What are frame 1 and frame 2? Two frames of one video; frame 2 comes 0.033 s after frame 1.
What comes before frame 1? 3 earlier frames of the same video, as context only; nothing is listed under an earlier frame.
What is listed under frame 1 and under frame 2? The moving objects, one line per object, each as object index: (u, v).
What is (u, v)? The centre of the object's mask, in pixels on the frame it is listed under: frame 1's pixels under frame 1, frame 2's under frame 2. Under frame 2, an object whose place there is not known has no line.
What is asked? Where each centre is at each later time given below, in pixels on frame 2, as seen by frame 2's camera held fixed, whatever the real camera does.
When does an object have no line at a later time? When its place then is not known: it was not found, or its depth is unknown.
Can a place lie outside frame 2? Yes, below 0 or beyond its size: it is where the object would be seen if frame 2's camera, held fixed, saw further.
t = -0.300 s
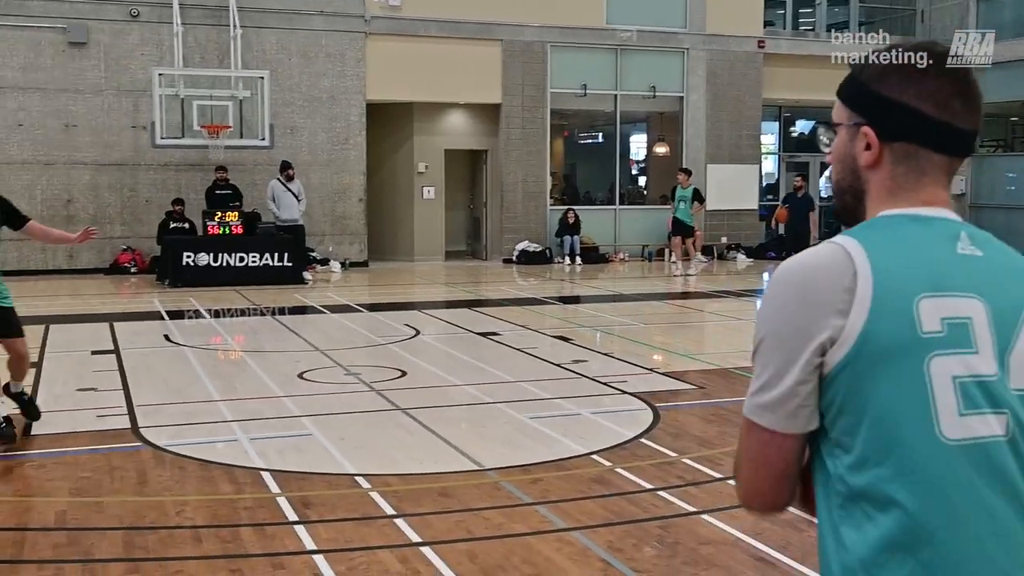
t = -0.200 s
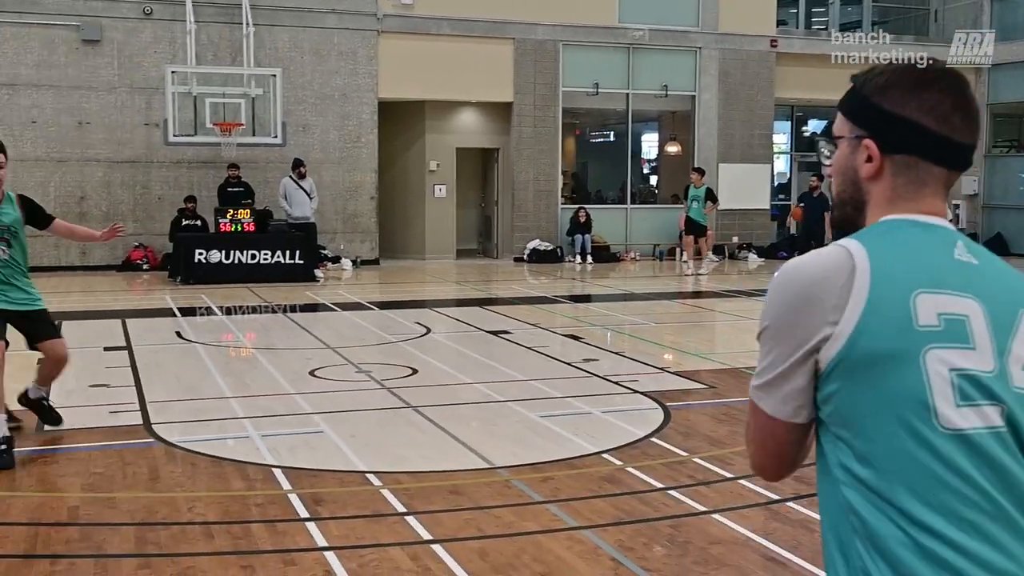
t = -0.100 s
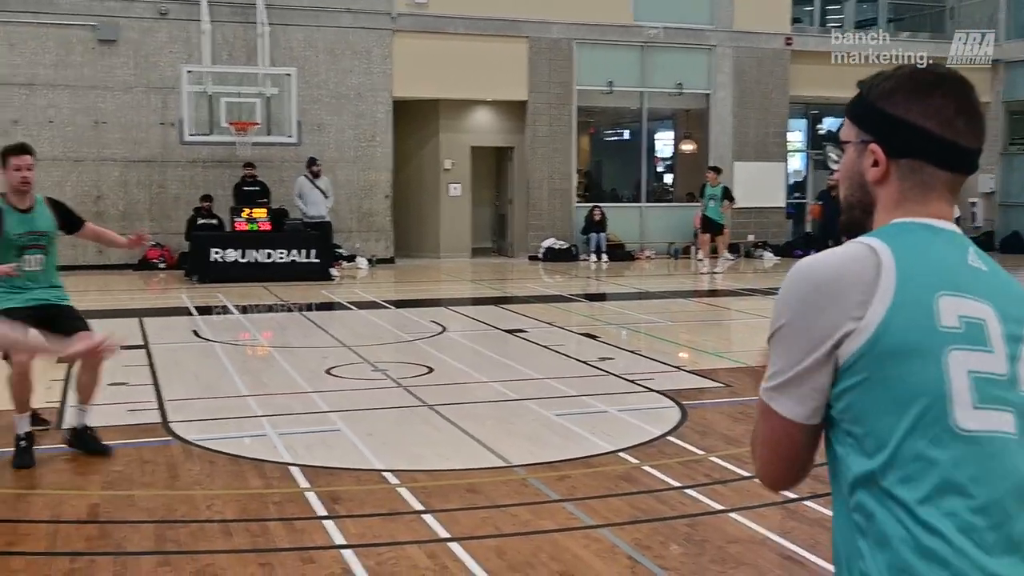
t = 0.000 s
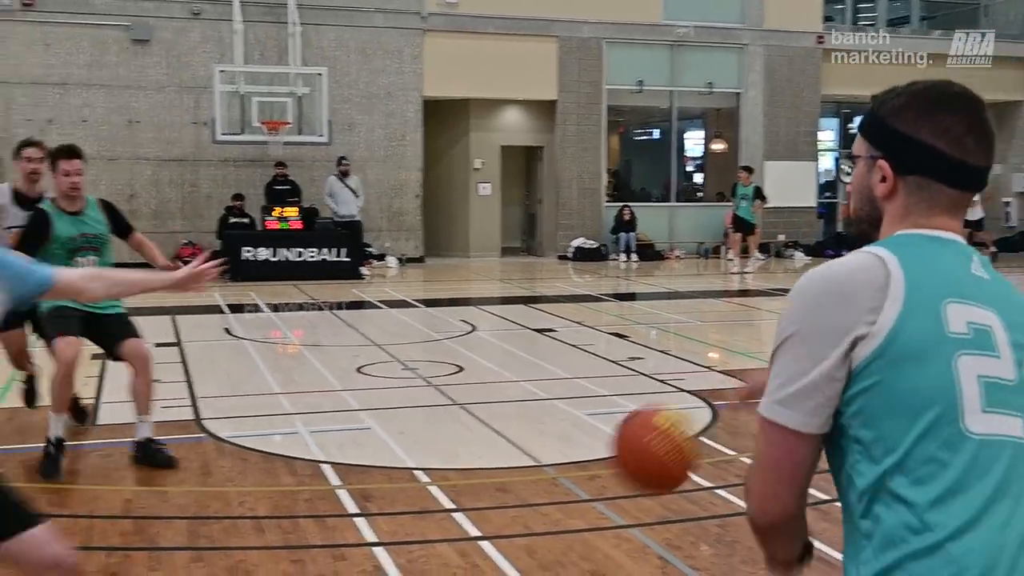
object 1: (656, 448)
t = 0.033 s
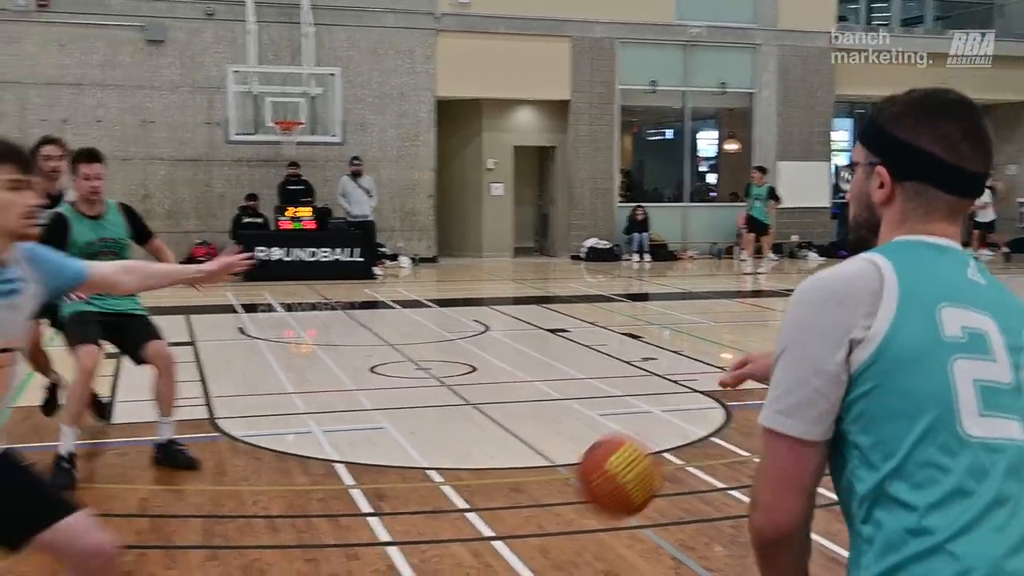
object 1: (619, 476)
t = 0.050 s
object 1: (595, 489)
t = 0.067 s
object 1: (571, 502)
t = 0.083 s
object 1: (550, 515)
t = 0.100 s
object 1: (529, 529)
